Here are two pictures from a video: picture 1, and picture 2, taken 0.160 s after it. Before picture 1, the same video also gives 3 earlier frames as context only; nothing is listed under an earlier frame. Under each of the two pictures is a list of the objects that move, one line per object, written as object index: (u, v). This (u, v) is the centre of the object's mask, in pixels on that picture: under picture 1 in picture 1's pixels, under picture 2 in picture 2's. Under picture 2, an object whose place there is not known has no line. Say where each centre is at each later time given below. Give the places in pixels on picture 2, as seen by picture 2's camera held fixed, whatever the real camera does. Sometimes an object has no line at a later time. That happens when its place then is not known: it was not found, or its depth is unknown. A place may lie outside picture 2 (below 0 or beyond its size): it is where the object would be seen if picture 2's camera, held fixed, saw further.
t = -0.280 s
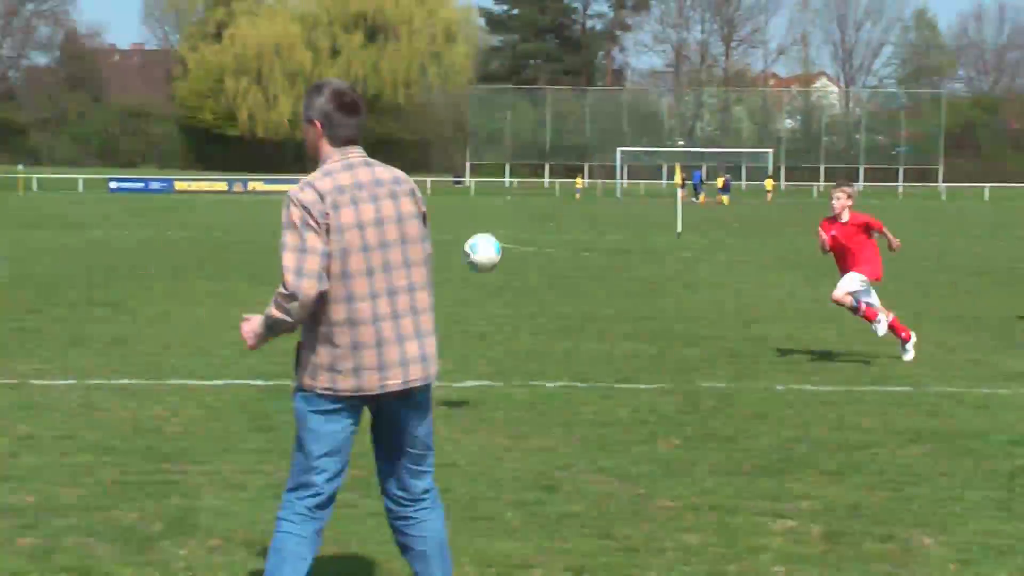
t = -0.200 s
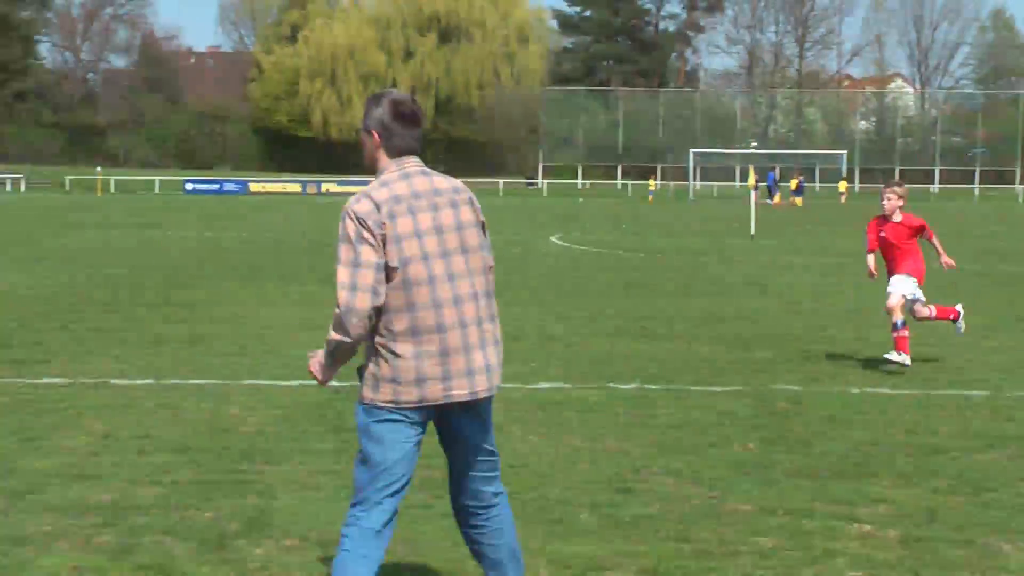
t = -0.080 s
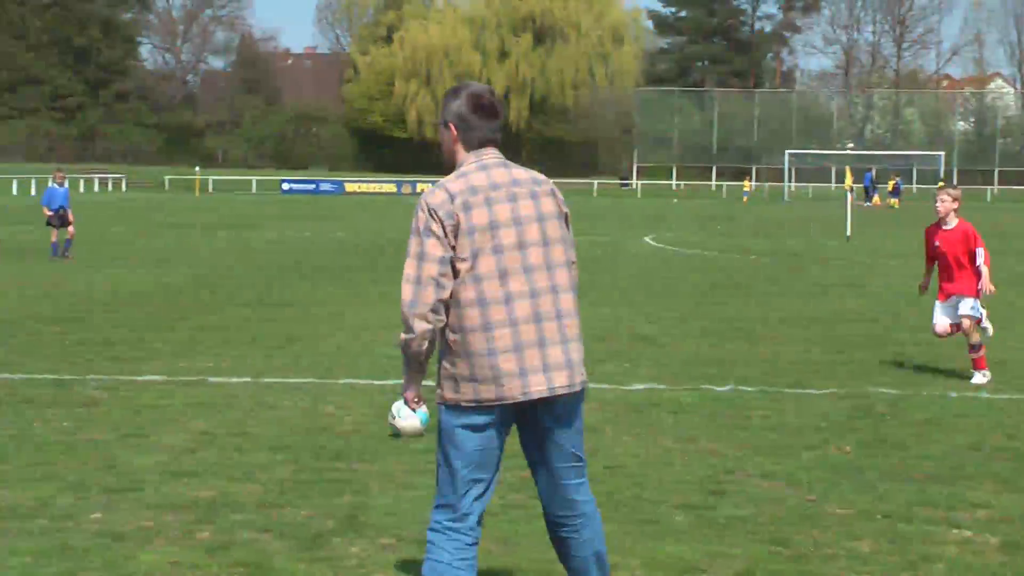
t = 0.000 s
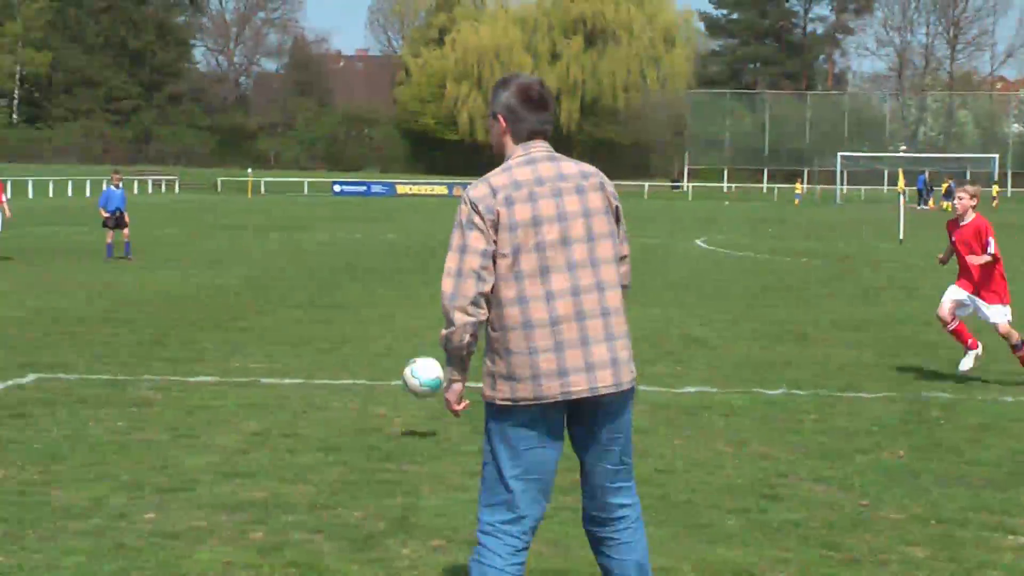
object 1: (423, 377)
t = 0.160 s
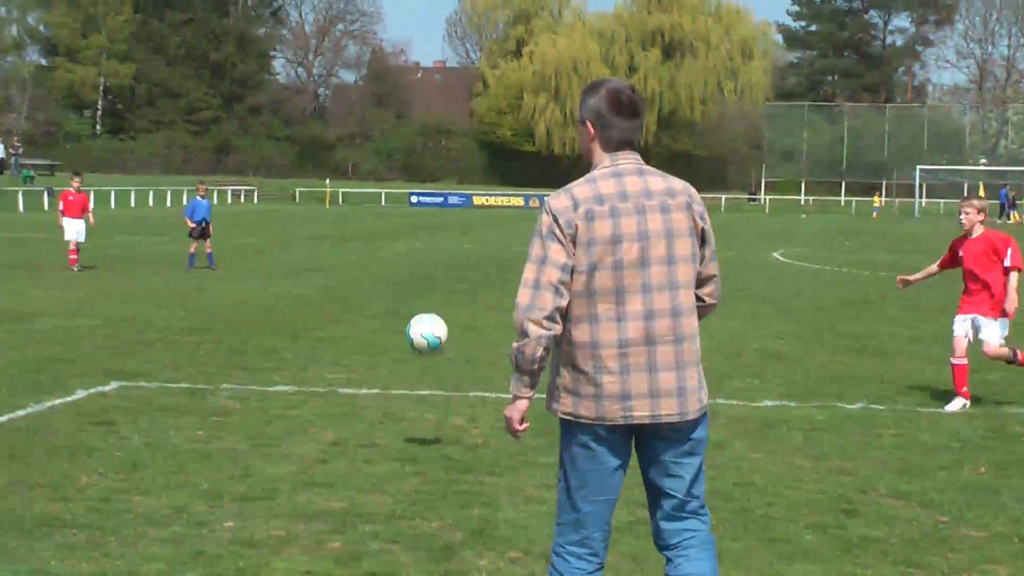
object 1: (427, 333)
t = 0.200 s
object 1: (409, 327)
